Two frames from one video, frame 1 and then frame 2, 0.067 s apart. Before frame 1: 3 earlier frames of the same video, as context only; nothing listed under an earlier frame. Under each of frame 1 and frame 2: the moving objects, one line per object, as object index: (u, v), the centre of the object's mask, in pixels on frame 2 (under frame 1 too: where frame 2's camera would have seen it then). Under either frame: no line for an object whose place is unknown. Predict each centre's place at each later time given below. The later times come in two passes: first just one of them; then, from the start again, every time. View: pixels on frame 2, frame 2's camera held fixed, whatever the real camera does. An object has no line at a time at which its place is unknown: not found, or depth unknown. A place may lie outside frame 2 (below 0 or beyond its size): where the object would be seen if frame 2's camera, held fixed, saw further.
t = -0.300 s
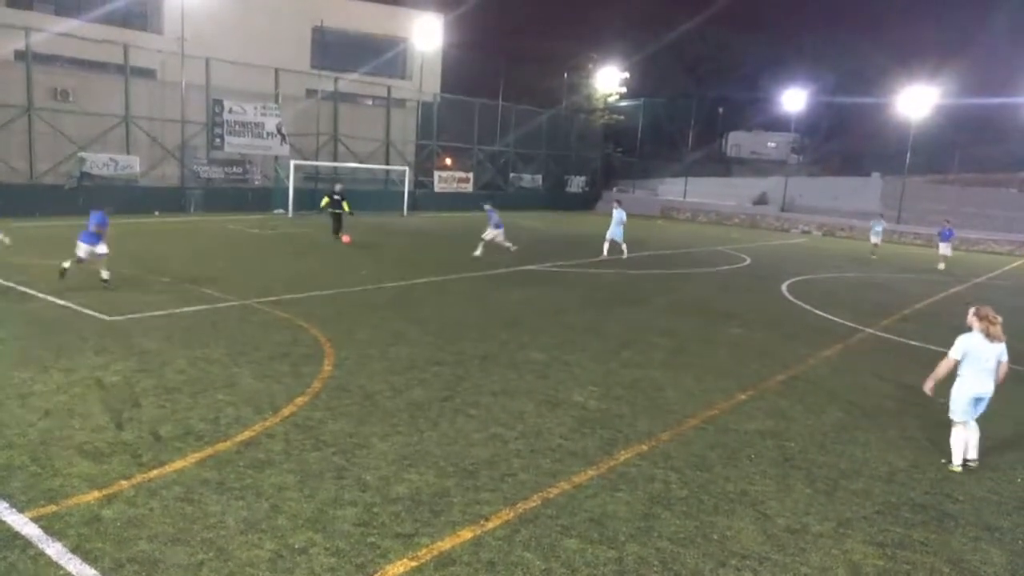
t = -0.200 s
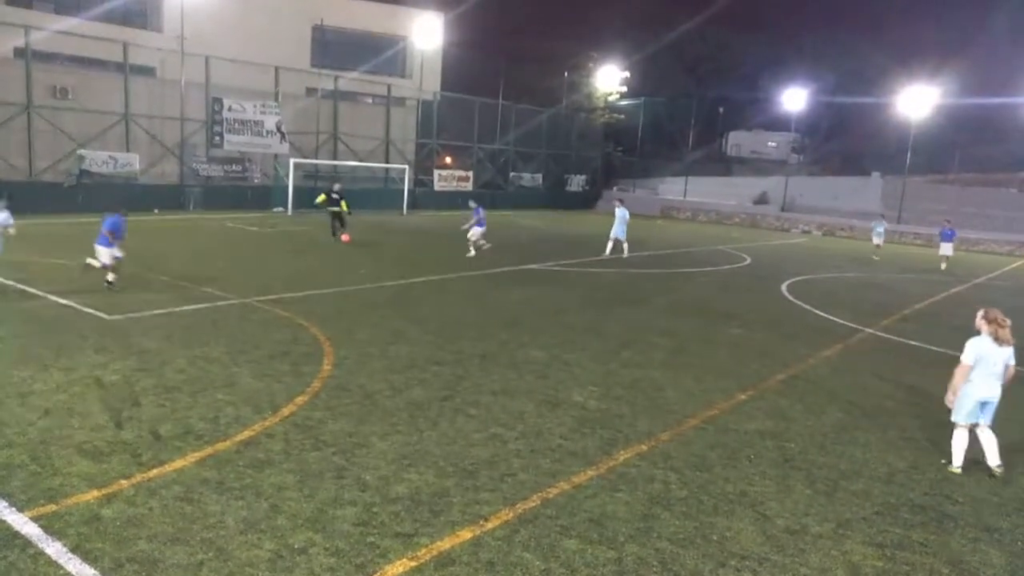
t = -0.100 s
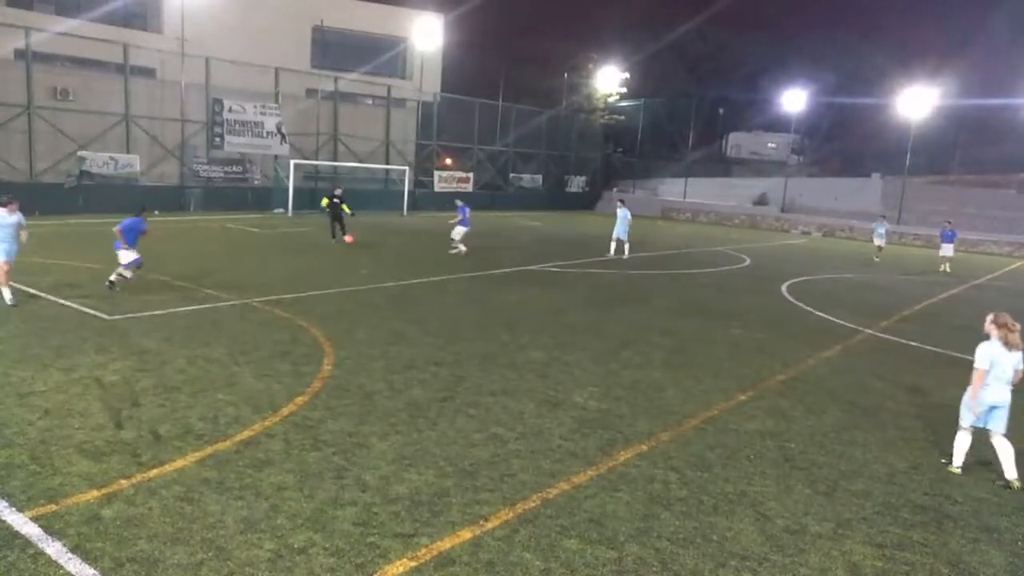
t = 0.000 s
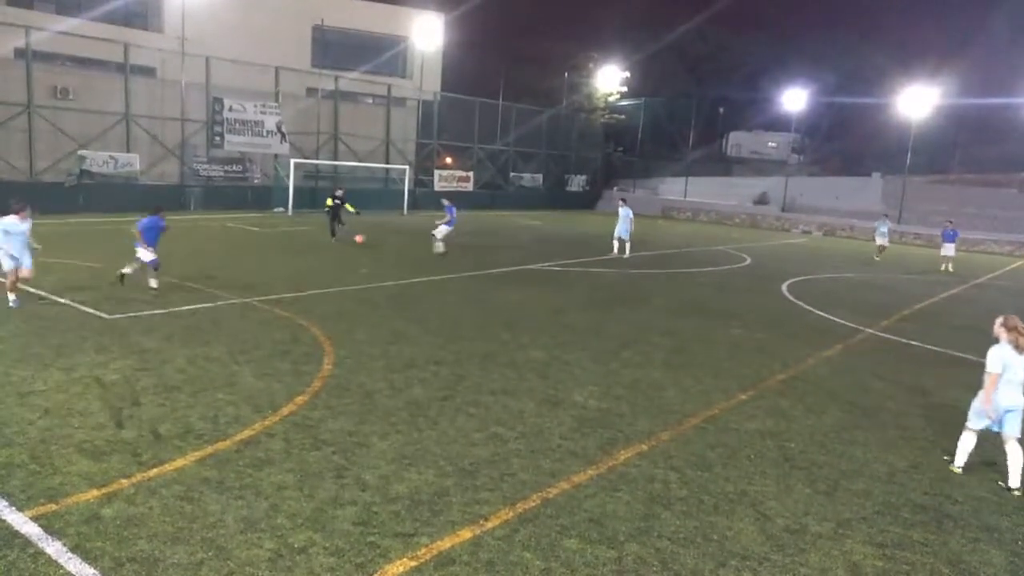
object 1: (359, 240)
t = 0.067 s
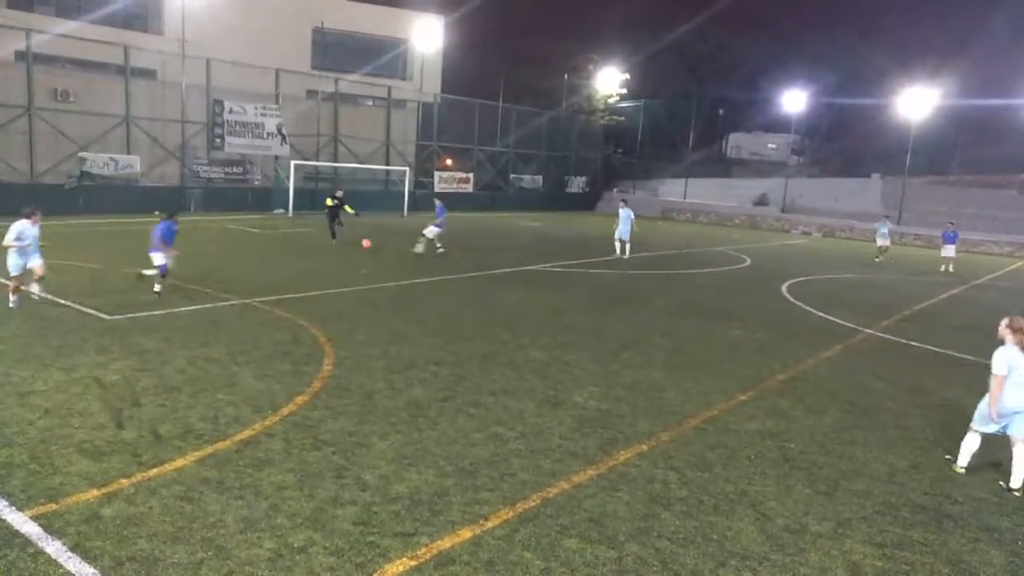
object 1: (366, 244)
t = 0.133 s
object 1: (373, 250)
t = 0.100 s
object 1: (369, 247)
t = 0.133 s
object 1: (373, 250)
